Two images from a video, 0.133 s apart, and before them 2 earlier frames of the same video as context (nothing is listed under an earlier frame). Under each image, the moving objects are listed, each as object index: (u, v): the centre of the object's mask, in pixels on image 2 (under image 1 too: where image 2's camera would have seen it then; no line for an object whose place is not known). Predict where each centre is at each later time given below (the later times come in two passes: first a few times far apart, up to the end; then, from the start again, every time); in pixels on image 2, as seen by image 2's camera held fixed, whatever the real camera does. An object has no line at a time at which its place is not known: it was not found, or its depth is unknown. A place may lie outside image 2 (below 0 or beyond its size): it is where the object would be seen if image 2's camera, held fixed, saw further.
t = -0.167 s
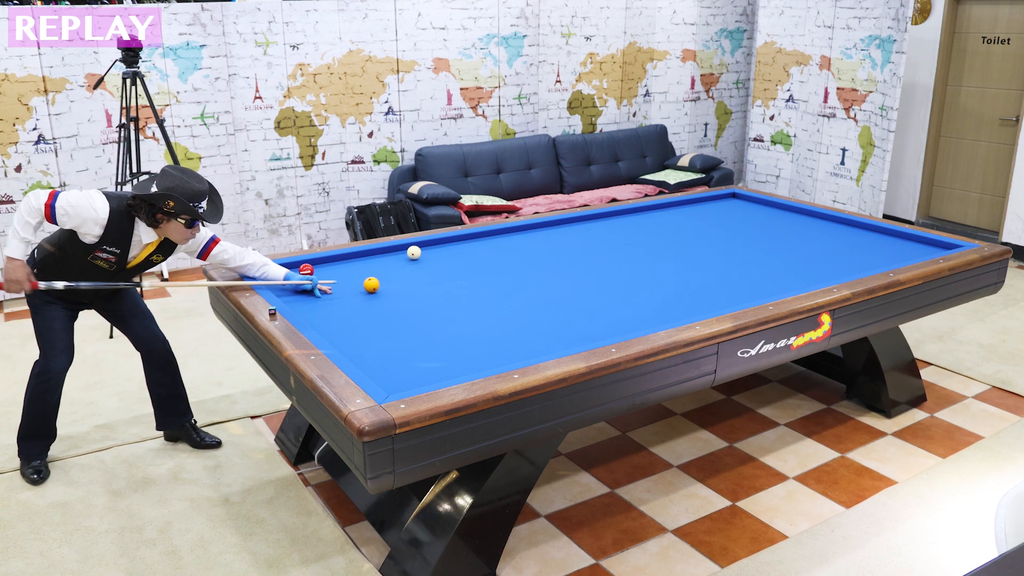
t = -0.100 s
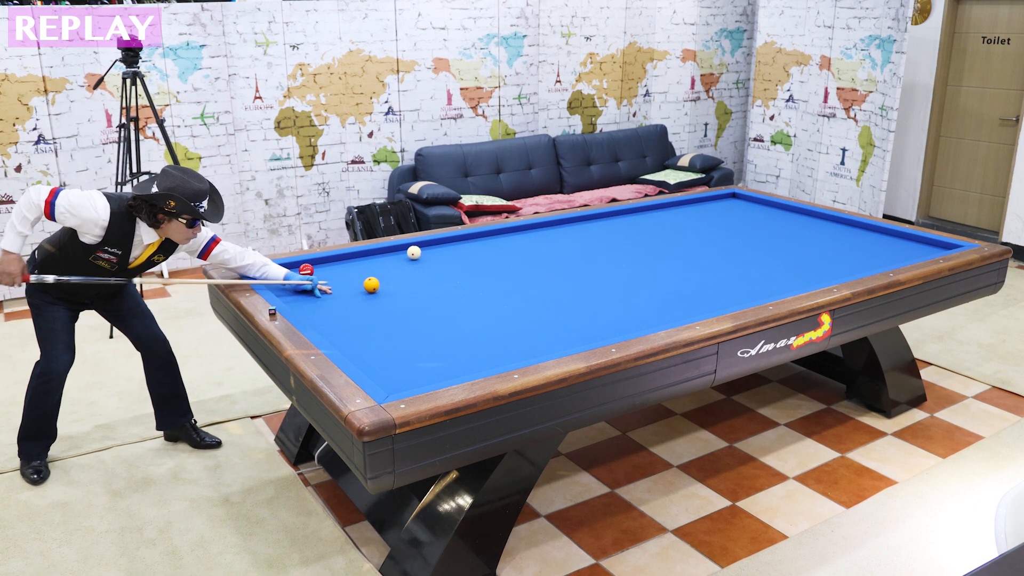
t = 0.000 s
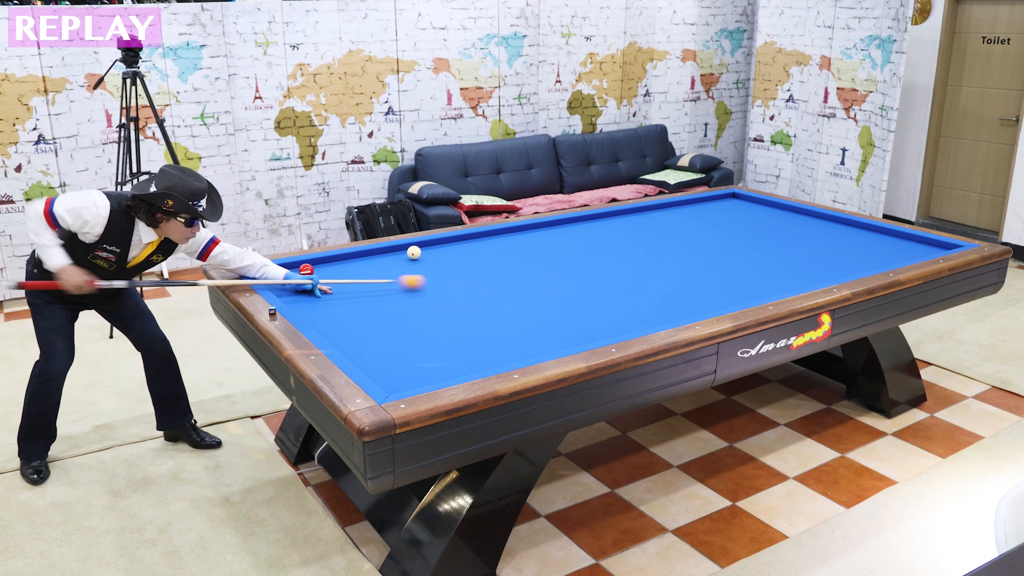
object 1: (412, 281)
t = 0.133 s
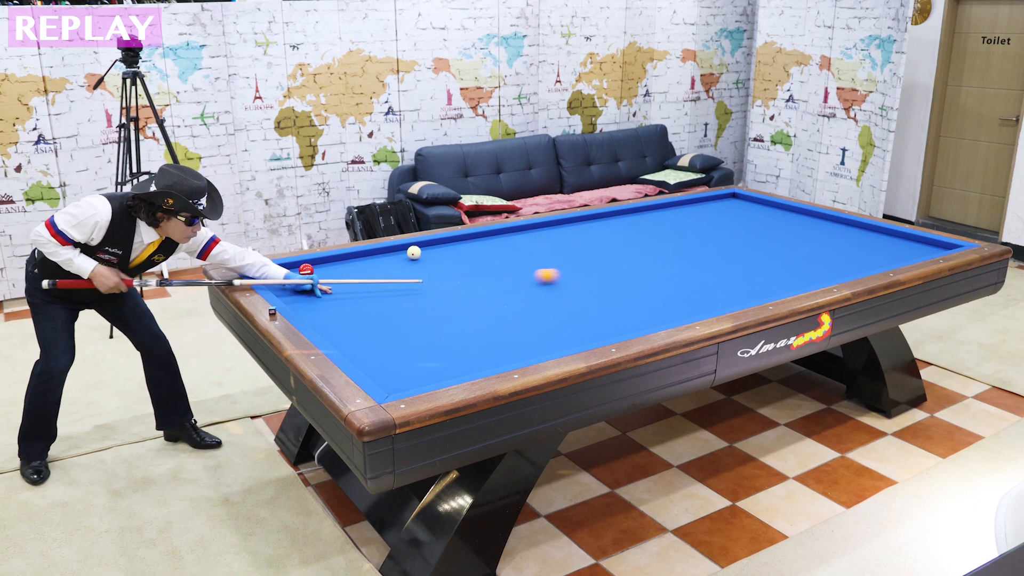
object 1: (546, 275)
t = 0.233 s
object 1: (640, 271)
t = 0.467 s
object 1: (830, 261)
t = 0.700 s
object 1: (931, 241)
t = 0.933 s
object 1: (814, 241)
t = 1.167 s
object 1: (702, 242)
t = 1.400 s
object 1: (607, 241)
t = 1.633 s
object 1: (523, 241)
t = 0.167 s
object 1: (579, 274)
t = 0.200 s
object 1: (610, 272)
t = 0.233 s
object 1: (640, 271)
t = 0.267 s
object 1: (670, 269)
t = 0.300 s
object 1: (698, 268)
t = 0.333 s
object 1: (726, 267)
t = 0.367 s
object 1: (753, 265)
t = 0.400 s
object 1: (780, 264)
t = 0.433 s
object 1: (805, 263)
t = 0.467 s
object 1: (830, 261)
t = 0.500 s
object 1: (854, 260)
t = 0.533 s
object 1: (878, 259)
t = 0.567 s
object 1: (900, 257)
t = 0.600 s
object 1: (918, 254)
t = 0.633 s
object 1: (923, 250)
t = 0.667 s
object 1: (927, 246)
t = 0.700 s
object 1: (931, 241)
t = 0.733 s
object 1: (919, 240)
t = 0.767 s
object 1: (901, 240)
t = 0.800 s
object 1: (883, 241)
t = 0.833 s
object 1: (865, 241)
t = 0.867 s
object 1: (848, 241)
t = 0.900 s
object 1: (830, 241)
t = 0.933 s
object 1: (814, 241)
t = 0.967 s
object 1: (797, 241)
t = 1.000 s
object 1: (780, 241)
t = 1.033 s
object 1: (764, 241)
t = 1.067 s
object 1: (748, 241)
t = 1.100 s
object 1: (732, 241)
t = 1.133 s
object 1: (717, 242)
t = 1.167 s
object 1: (702, 242)
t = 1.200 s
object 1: (688, 242)
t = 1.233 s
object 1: (673, 242)
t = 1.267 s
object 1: (659, 242)
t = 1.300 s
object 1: (646, 241)
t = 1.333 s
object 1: (632, 241)
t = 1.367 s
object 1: (619, 241)
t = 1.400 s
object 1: (607, 241)
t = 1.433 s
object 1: (595, 241)
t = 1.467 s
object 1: (583, 241)
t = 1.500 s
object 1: (571, 241)
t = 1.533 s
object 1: (559, 241)
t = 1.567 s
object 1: (547, 241)
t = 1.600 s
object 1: (535, 241)
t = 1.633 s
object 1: (523, 241)
